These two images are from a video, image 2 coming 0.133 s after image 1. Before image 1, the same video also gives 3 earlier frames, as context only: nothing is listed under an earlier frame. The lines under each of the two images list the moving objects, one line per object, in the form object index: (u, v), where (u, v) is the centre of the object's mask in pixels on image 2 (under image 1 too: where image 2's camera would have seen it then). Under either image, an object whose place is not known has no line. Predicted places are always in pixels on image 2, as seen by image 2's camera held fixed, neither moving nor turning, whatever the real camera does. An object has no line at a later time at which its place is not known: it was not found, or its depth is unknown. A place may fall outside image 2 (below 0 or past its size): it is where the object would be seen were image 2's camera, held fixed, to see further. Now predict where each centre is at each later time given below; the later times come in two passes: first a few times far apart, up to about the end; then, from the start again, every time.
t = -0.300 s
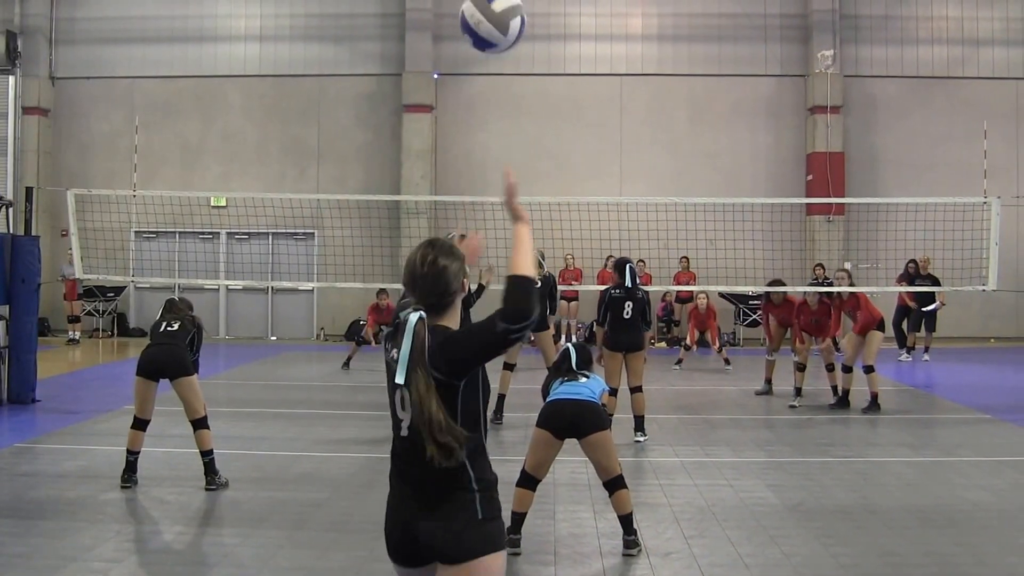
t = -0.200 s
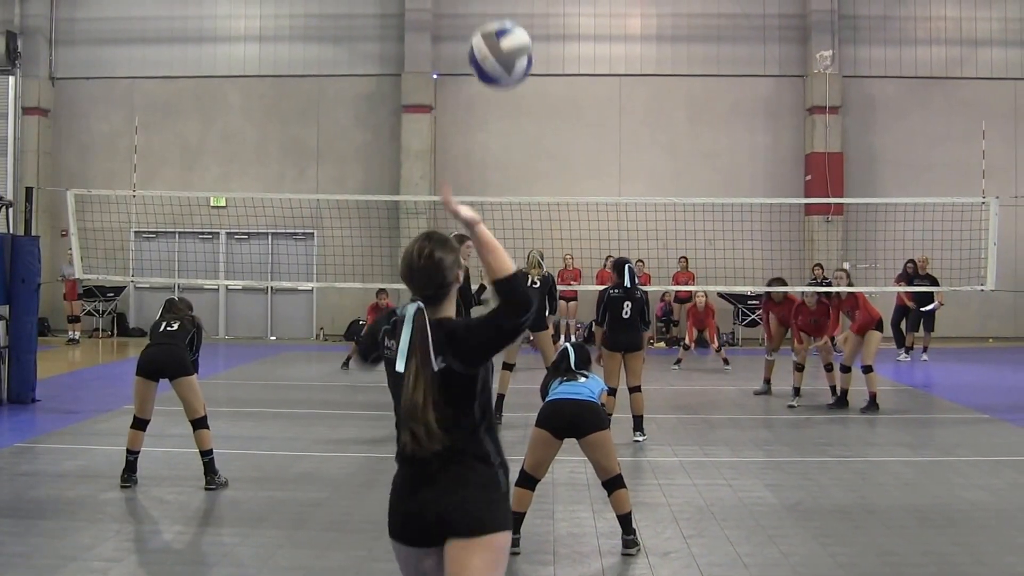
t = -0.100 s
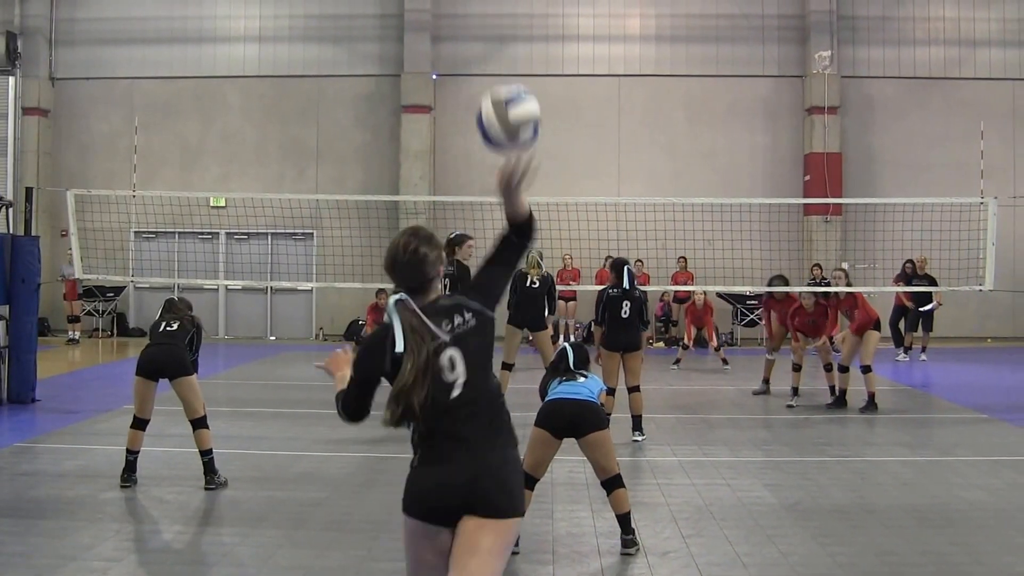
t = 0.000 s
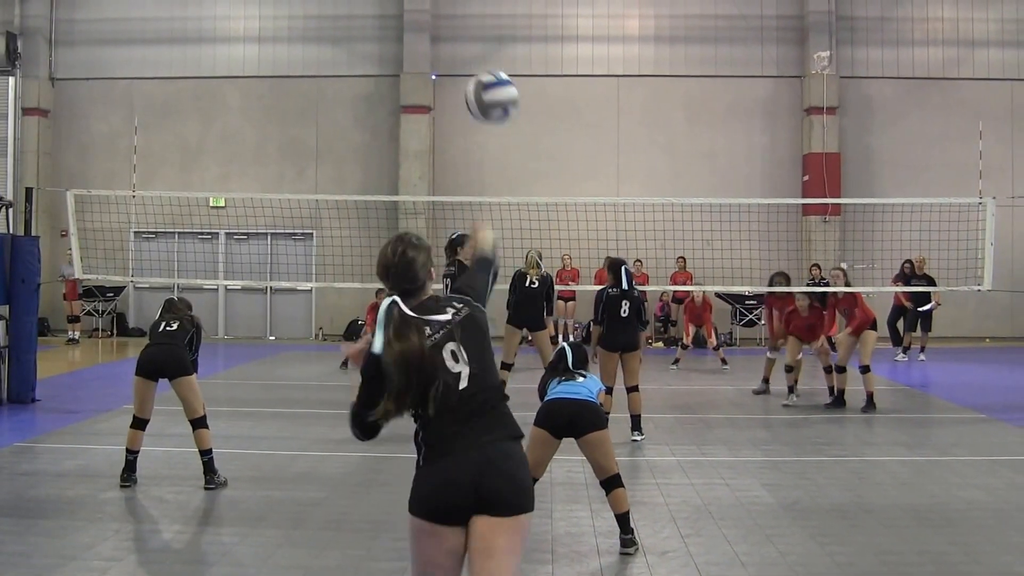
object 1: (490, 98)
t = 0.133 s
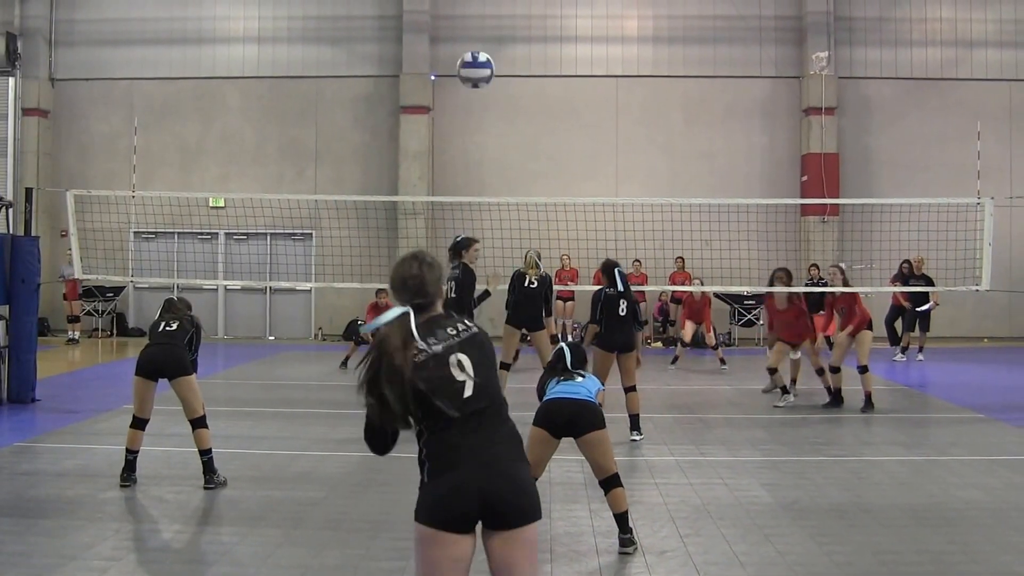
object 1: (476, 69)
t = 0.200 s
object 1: (473, 72)
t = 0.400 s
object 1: (467, 110)
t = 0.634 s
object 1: (456, 187)
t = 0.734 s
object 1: (451, 227)
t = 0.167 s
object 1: (474, 69)
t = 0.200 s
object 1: (473, 72)
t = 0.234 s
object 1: (471, 75)
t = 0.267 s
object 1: (470, 80)
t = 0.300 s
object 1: (469, 86)
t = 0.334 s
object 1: (468, 94)
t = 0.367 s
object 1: (468, 101)
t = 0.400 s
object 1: (467, 110)
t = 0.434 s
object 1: (465, 120)
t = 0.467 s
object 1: (464, 130)
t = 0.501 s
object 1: (462, 141)
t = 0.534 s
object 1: (461, 152)
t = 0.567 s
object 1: (459, 164)
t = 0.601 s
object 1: (458, 176)
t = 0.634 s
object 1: (456, 187)
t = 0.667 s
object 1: (456, 200)
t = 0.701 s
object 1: (453, 213)
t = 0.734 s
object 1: (451, 227)
